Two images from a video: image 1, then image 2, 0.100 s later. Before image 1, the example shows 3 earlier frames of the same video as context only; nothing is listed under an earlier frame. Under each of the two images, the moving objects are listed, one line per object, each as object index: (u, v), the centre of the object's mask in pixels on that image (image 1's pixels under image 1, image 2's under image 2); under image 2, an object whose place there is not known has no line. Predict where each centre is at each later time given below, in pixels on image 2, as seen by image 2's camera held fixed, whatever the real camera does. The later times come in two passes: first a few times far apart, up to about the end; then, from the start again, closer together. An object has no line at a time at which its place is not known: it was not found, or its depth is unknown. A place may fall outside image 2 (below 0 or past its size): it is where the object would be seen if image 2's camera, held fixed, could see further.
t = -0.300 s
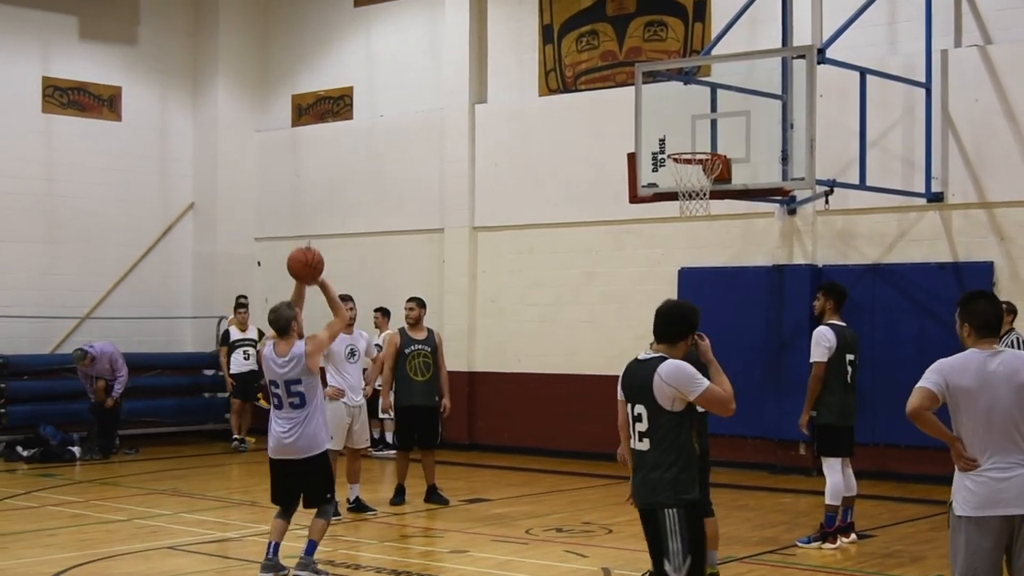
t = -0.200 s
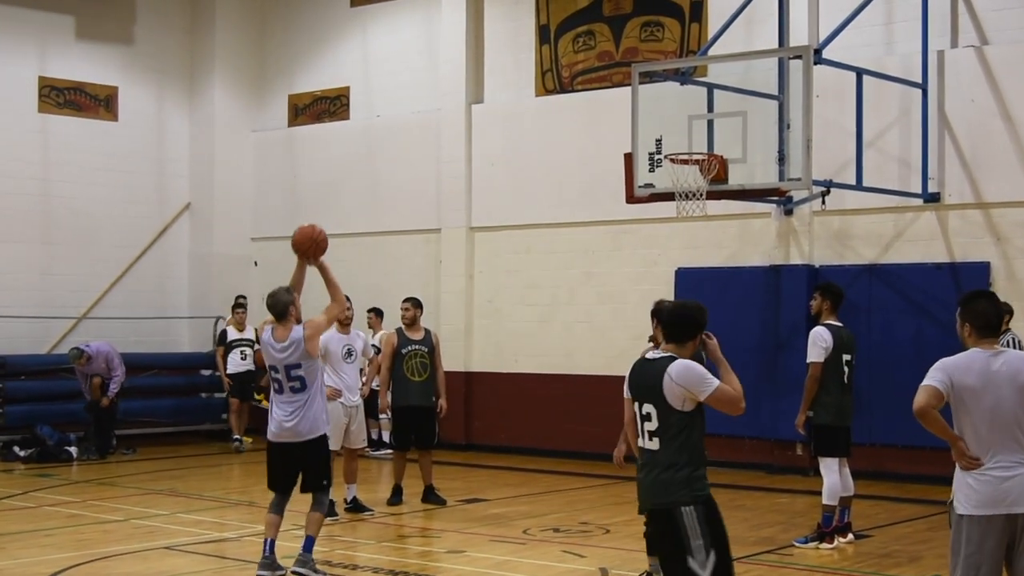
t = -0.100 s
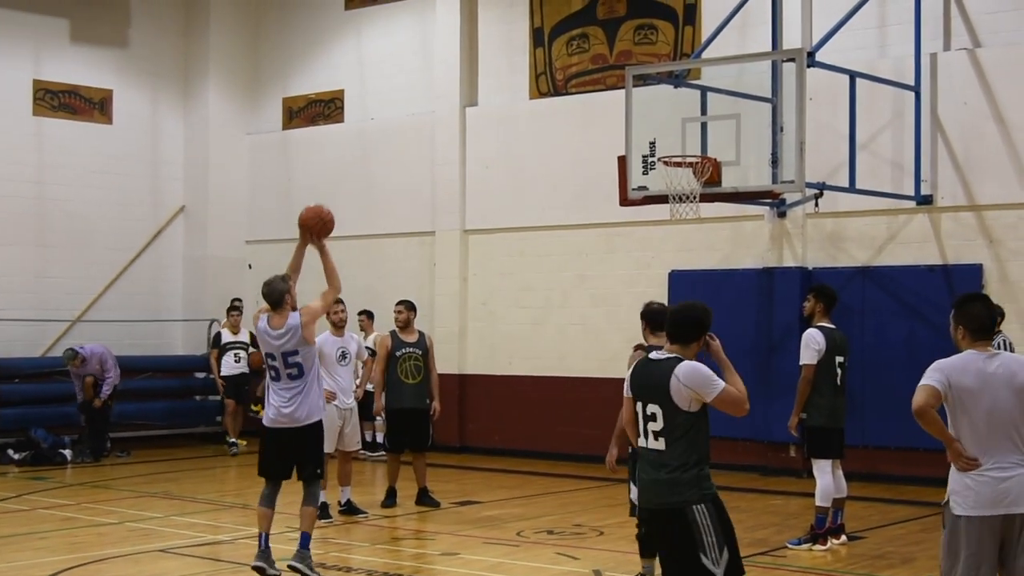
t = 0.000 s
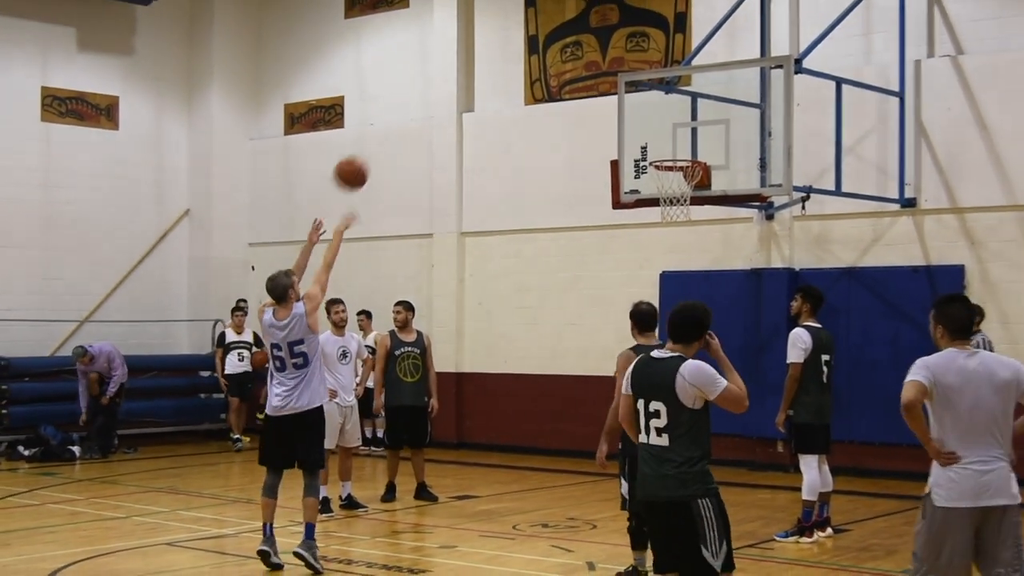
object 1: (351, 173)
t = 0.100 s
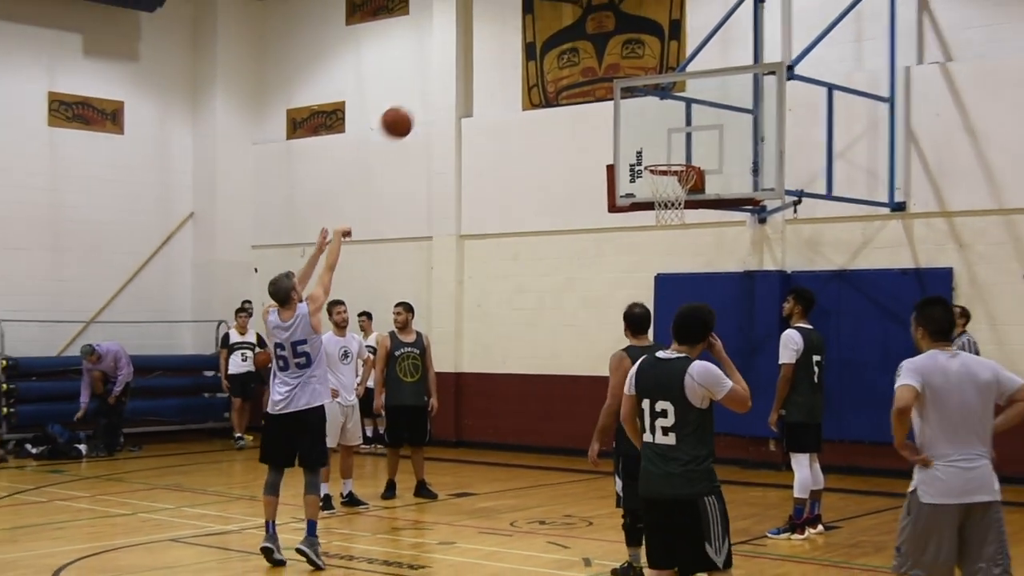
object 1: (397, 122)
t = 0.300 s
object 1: (477, 57)
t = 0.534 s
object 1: (560, 51)
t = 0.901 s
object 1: (666, 160)
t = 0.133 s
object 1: (411, 107)
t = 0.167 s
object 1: (425, 94)
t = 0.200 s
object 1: (438, 84)
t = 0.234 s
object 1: (453, 73)
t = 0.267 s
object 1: (465, 64)
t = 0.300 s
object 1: (477, 57)
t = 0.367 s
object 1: (501, 51)
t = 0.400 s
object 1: (515, 47)
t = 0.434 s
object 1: (526, 46)
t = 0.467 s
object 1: (537, 48)
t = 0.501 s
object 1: (550, 49)
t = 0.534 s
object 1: (560, 51)
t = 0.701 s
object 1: (611, 85)
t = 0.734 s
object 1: (621, 96)
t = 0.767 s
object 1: (630, 107)
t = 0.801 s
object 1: (639, 119)
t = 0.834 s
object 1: (649, 132)
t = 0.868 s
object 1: (658, 146)
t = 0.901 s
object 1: (666, 160)
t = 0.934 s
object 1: (672, 178)
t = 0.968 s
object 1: (678, 189)
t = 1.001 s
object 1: (684, 201)
